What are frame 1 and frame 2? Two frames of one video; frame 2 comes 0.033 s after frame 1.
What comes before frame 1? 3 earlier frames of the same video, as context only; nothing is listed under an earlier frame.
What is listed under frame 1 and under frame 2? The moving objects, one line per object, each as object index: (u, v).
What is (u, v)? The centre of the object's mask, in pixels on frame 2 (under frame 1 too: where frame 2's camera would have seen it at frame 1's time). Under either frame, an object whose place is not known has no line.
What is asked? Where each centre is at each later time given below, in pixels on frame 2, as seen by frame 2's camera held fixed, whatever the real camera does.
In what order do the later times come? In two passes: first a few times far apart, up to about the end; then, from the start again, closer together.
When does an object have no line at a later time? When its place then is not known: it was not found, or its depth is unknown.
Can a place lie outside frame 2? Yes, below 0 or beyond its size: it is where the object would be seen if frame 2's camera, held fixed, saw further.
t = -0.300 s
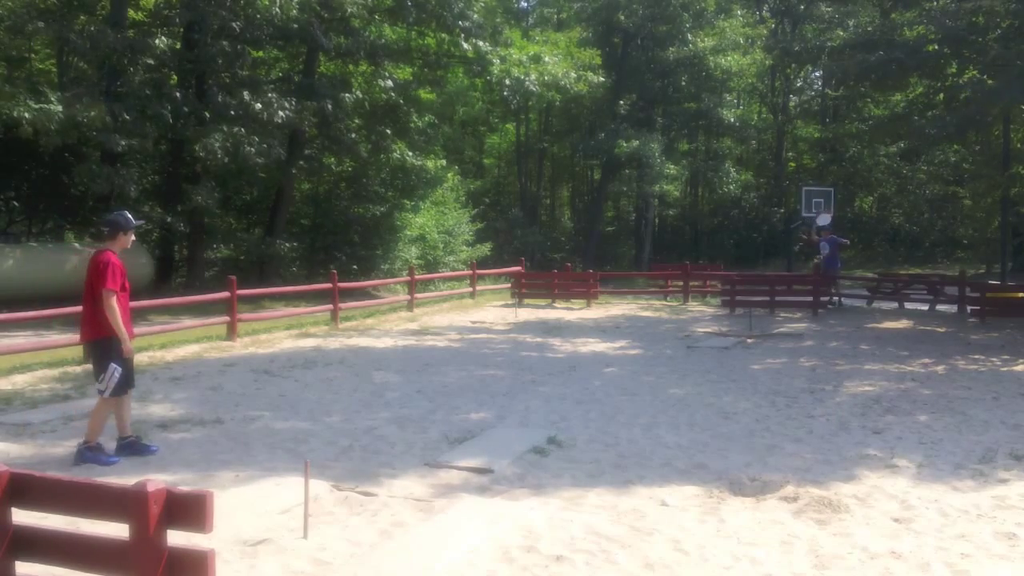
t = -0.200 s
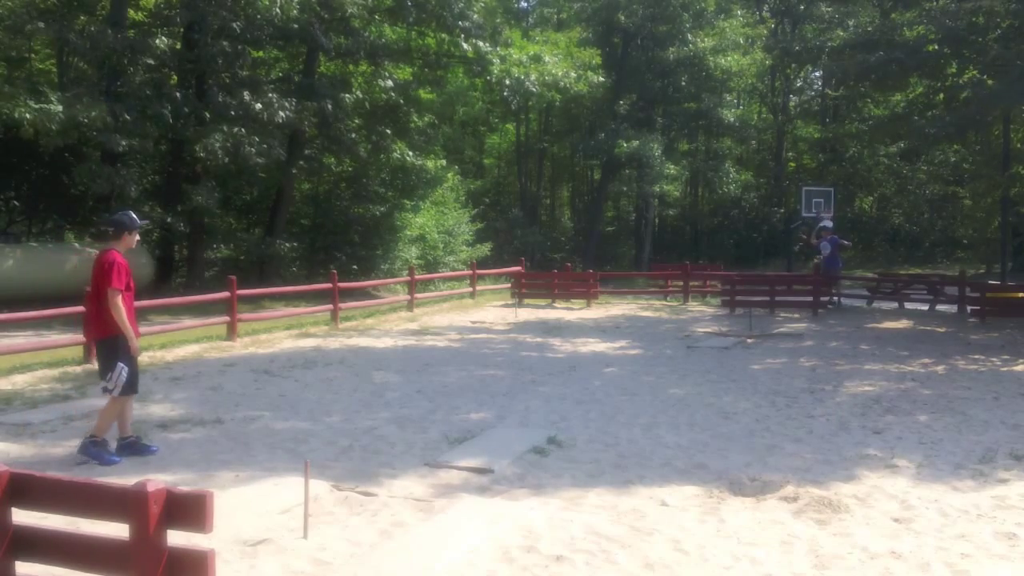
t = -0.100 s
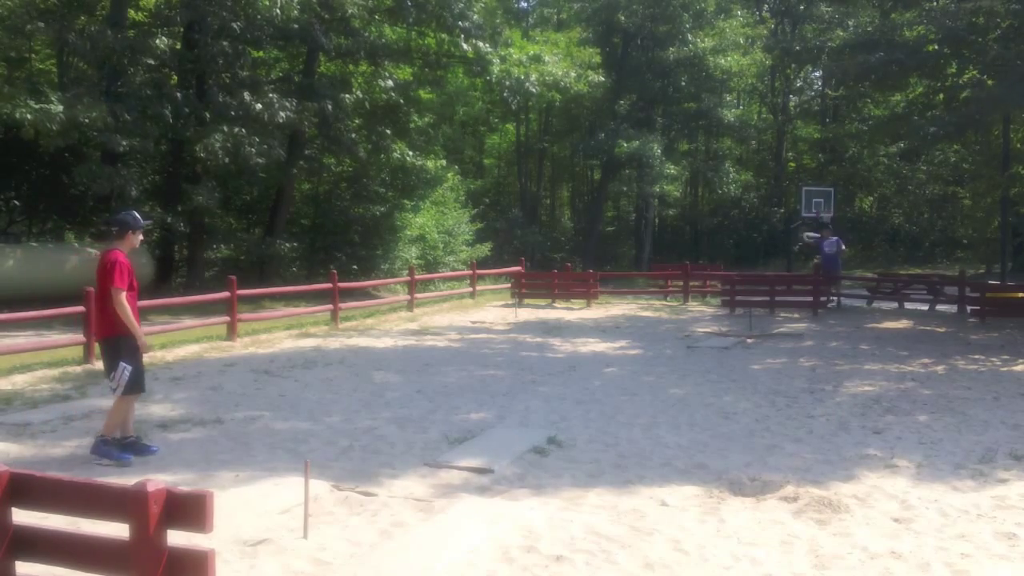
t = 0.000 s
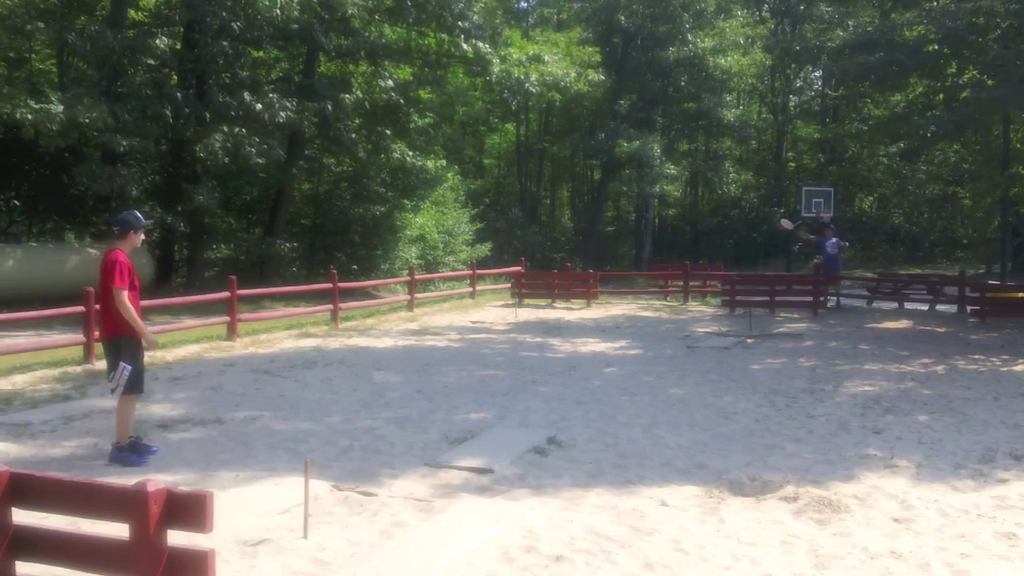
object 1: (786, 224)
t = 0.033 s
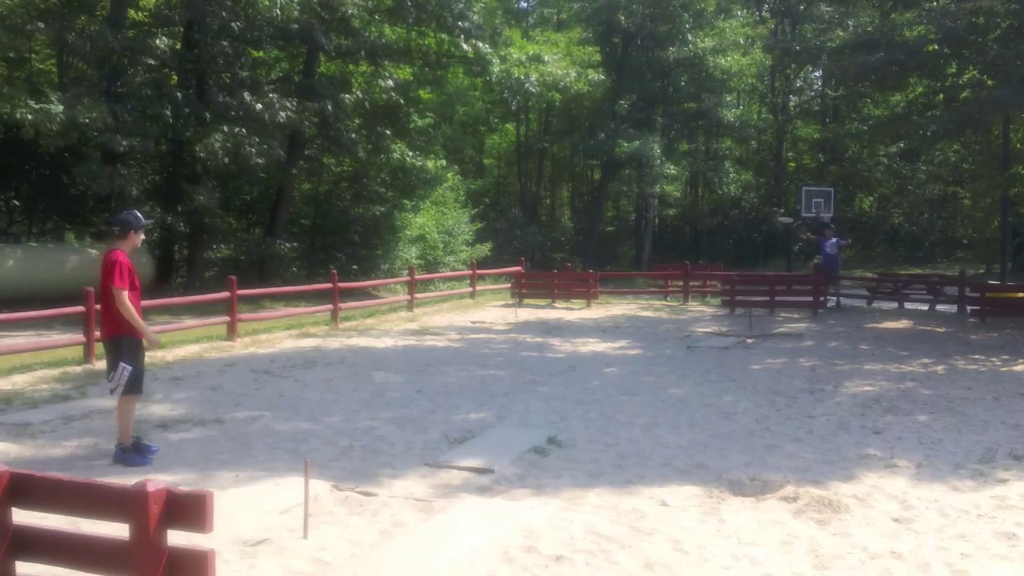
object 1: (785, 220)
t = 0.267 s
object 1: (781, 192)
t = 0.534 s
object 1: (774, 159)
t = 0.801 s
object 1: (754, 142)
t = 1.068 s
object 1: (703, 159)
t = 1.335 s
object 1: (598, 237)
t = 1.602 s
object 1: (407, 423)
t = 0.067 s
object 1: (784, 216)
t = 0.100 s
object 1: (783, 212)
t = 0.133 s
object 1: (783, 208)
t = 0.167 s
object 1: (783, 204)
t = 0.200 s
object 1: (782, 200)
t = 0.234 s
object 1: (781, 196)
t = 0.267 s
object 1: (781, 192)
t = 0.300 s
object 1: (781, 188)
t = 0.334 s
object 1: (780, 184)
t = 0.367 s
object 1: (779, 180)
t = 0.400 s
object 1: (778, 176)
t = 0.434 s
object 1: (778, 172)
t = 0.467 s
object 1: (777, 168)
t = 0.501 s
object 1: (775, 163)
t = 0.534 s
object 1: (774, 159)
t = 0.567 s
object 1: (773, 155)
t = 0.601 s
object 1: (771, 152)
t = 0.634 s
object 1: (768, 148)
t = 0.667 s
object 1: (766, 146)
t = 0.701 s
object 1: (763, 144)
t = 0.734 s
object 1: (761, 143)
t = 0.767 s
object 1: (758, 142)
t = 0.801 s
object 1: (754, 142)
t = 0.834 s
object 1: (750, 143)
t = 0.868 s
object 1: (745, 143)
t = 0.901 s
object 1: (740, 144)
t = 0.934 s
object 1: (735, 146)
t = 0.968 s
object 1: (728, 148)
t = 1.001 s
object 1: (720, 151)
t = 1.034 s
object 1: (712, 154)
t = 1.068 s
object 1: (703, 159)
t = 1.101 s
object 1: (693, 164)
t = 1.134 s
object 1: (683, 170)
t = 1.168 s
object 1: (671, 178)
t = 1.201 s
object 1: (659, 187)
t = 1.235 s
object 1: (645, 197)
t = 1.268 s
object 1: (630, 208)
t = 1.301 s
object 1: (615, 222)
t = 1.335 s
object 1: (598, 237)
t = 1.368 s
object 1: (580, 253)
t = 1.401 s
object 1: (560, 271)
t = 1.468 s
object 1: (517, 314)
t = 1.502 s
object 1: (492, 339)
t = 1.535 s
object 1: (465, 364)
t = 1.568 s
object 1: (437, 392)
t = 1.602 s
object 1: (407, 423)
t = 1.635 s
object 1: (374, 456)
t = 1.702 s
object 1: (335, 525)
